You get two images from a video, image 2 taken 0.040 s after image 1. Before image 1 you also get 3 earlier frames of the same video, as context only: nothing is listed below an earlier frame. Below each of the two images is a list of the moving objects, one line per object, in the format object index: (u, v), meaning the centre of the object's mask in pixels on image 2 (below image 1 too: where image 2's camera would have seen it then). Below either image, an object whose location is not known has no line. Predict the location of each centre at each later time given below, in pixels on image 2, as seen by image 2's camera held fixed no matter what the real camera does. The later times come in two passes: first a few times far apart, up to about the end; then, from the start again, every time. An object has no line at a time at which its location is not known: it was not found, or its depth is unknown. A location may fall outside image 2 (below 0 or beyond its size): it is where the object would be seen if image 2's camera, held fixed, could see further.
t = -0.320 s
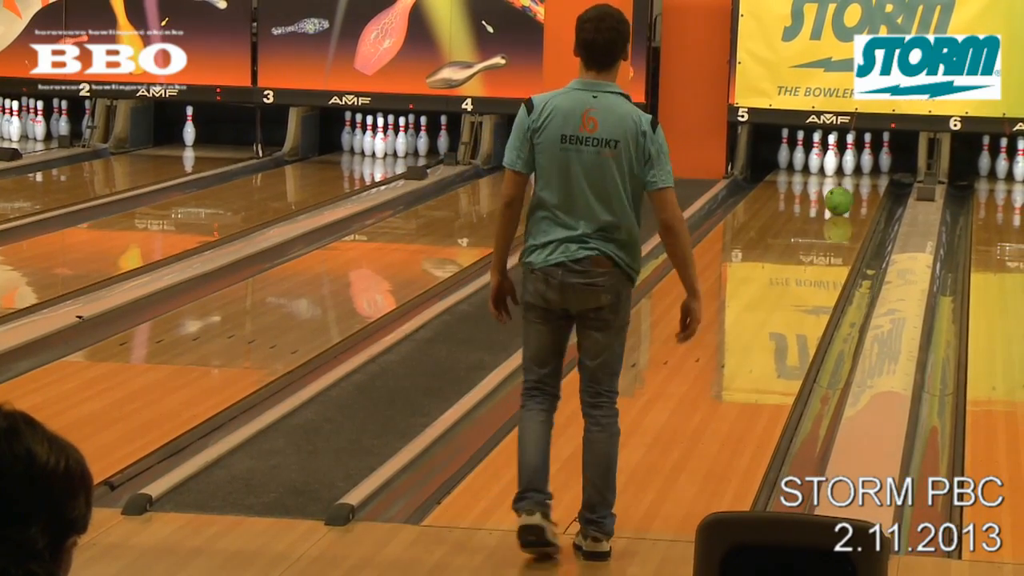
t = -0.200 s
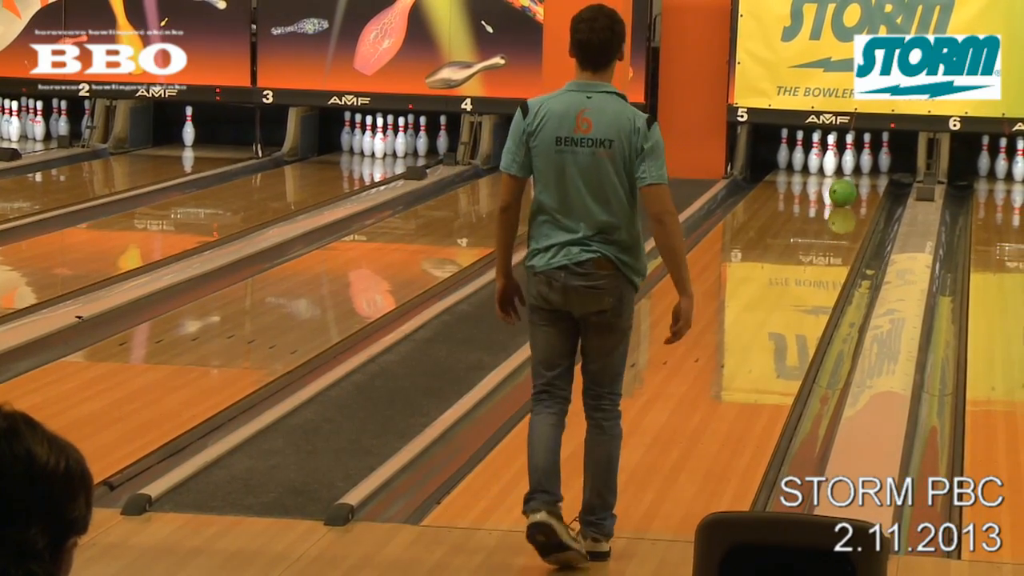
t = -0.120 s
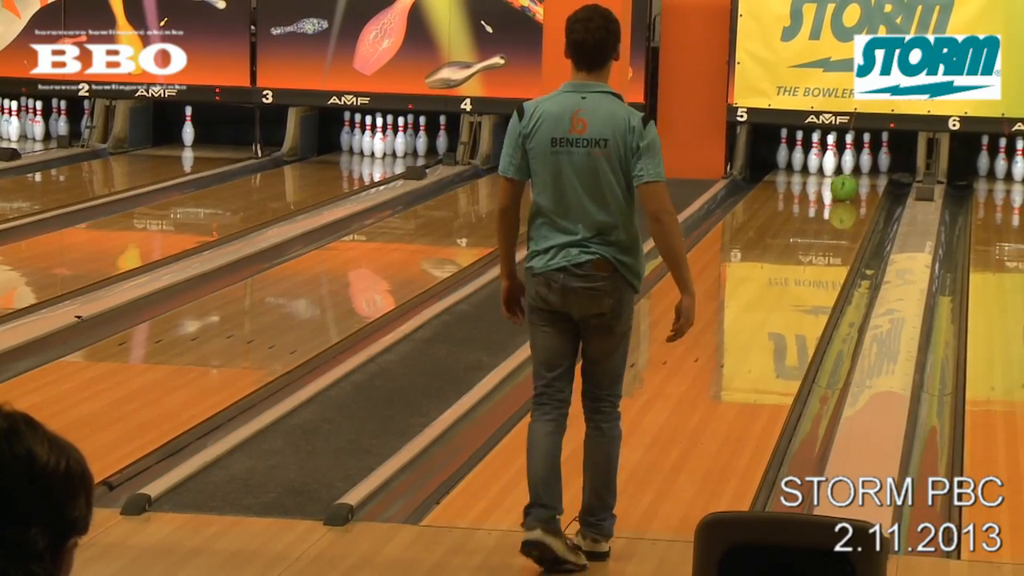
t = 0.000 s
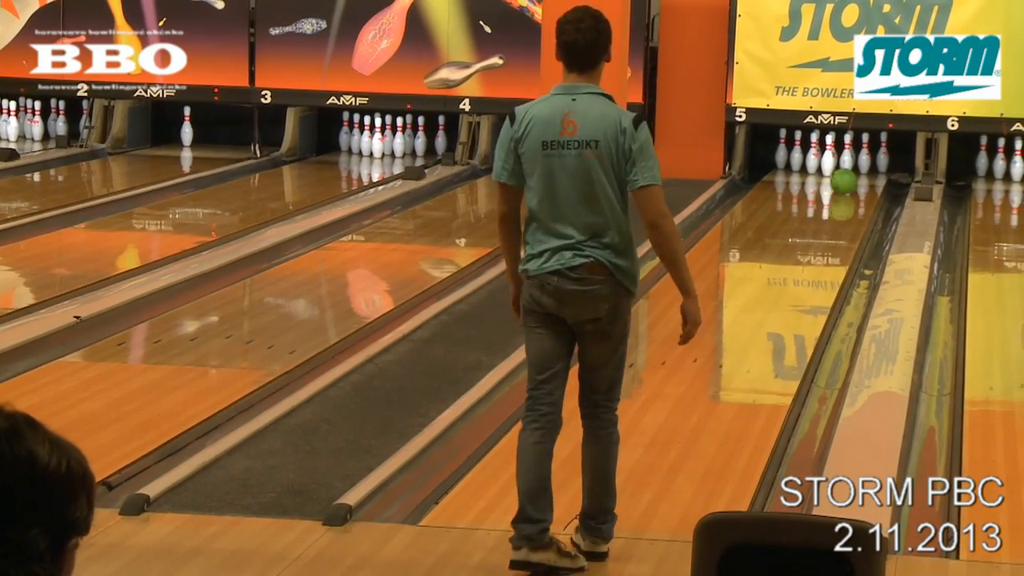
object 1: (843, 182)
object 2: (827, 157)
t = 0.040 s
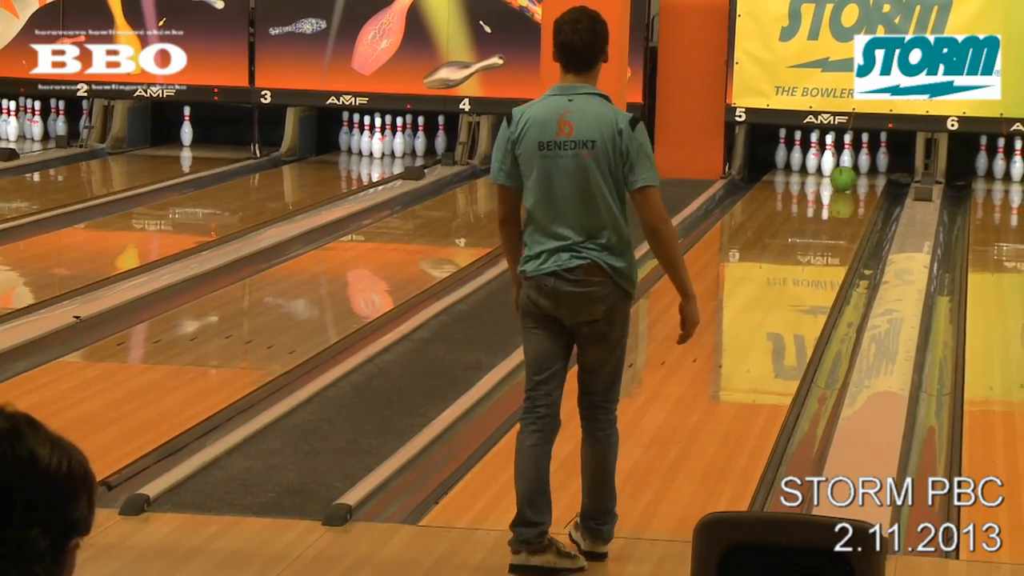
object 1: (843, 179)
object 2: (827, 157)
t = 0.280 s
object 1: (837, 166)
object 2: (826, 154)
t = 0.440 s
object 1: (837, 162)
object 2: (809, 150)
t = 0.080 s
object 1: (843, 177)
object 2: (827, 157)
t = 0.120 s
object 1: (842, 175)
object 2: (827, 157)
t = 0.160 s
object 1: (841, 173)
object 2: (827, 156)
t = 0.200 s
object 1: (840, 171)
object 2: (826, 156)
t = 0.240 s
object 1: (839, 169)
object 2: (826, 155)
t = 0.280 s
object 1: (837, 166)
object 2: (826, 154)
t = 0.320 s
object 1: (836, 166)
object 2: (824, 155)
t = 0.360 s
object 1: (838, 164)
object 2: (815, 155)
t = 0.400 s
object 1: (838, 163)
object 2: (812, 151)
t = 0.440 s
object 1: (837, 162)
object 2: (809, 150)
